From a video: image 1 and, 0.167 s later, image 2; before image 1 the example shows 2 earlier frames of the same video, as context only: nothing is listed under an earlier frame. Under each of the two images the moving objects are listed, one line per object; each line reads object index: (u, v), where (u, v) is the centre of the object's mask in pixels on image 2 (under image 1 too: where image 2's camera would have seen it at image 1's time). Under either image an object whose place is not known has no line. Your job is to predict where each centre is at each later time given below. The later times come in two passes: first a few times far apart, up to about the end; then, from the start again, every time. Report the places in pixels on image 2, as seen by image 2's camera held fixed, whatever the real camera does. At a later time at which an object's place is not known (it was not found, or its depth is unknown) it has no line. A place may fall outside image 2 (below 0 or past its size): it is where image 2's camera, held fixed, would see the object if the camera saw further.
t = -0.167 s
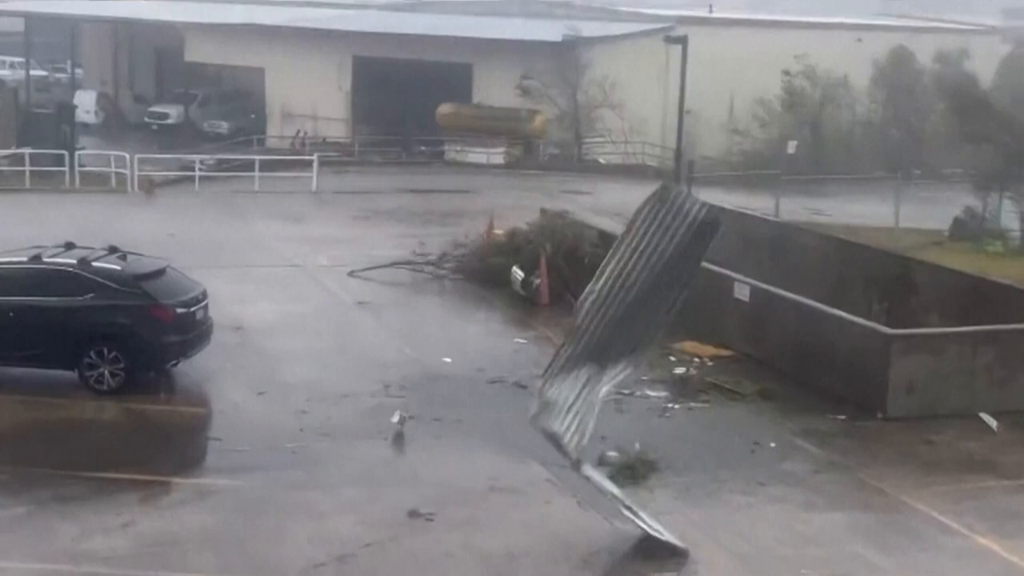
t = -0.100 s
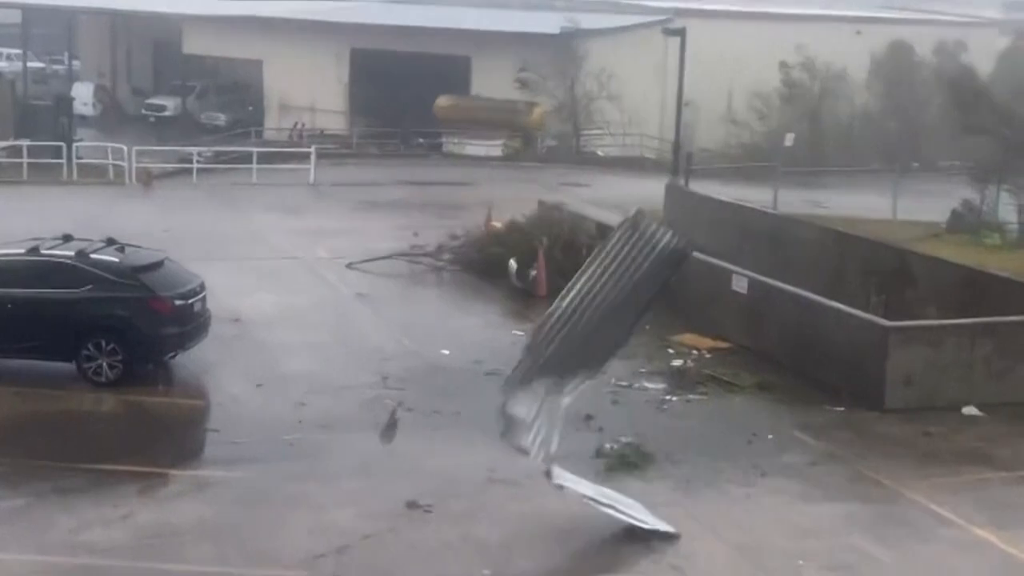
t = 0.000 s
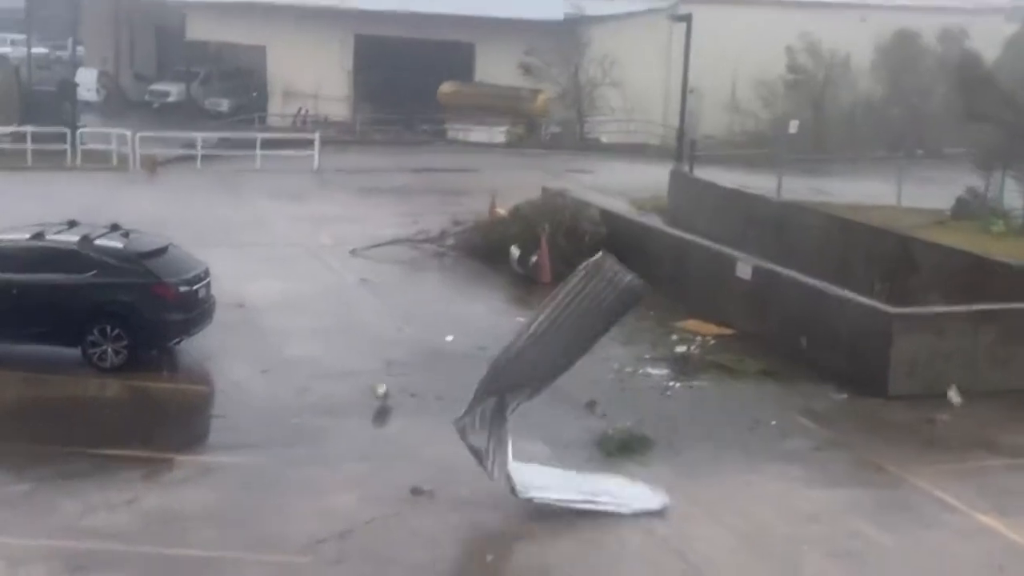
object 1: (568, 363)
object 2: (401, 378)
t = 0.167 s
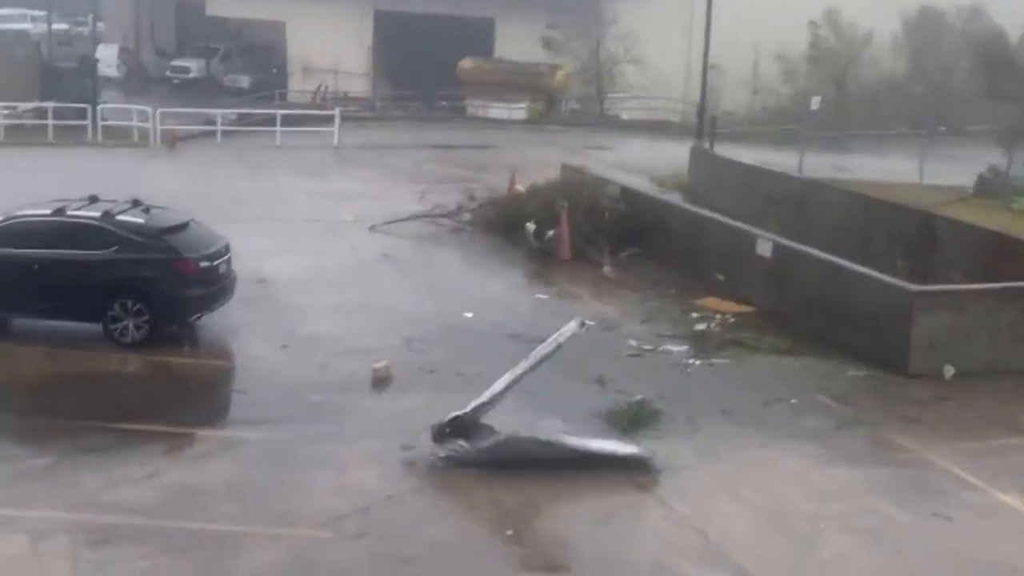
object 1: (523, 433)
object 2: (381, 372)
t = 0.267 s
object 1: (523, 419)
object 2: (376, 374)
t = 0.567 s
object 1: (530, 397)
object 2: (362, 355)
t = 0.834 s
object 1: (508, 384)
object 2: (362, 341)
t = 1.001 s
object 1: (500, 374)
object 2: (362, 336)
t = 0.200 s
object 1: (522, 423)
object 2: (380, 371)
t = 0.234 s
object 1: (523, 422)
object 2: (379, 373)
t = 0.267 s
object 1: (523, 419)
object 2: (376, 374)
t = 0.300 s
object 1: (523, 413)
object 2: (375, 375)
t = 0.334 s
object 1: (528, 408)
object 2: (373, 371)
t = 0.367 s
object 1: (523, 406)
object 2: (371, 364)
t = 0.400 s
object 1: (520, 406)
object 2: (369, 359)
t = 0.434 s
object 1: (521, 403)
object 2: (368, 359)
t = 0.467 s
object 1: (523, 401)
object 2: (366, 354)
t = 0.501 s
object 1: (526, 400)
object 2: (364, 353)
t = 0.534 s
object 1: (529, 399)
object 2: (362, 354)
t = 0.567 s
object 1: (530, 397)
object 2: (362, 355)
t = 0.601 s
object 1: (527, 396)
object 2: (359, 362)
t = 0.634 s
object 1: (521, 395)
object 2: (357, 361)
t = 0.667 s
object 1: (523, 394)
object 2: (357, 361)
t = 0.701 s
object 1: (515, 391)
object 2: (359, 358)
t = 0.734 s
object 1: (513, 389)
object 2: (360, 347)
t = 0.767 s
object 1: (511, 388)
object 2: (361, 345)
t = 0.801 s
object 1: (510, 386)
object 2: (361, 344)
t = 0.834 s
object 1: (508, 384)
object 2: (362, 341)
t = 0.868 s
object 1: (507, 381)
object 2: (364, 339)
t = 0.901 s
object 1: (505, 379)
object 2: (364, 339)
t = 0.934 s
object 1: (503, 377)
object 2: (363, 335)
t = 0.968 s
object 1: (501, 375)
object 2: (362, 336)
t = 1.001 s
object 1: (500, 374)
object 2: (362, 336)
